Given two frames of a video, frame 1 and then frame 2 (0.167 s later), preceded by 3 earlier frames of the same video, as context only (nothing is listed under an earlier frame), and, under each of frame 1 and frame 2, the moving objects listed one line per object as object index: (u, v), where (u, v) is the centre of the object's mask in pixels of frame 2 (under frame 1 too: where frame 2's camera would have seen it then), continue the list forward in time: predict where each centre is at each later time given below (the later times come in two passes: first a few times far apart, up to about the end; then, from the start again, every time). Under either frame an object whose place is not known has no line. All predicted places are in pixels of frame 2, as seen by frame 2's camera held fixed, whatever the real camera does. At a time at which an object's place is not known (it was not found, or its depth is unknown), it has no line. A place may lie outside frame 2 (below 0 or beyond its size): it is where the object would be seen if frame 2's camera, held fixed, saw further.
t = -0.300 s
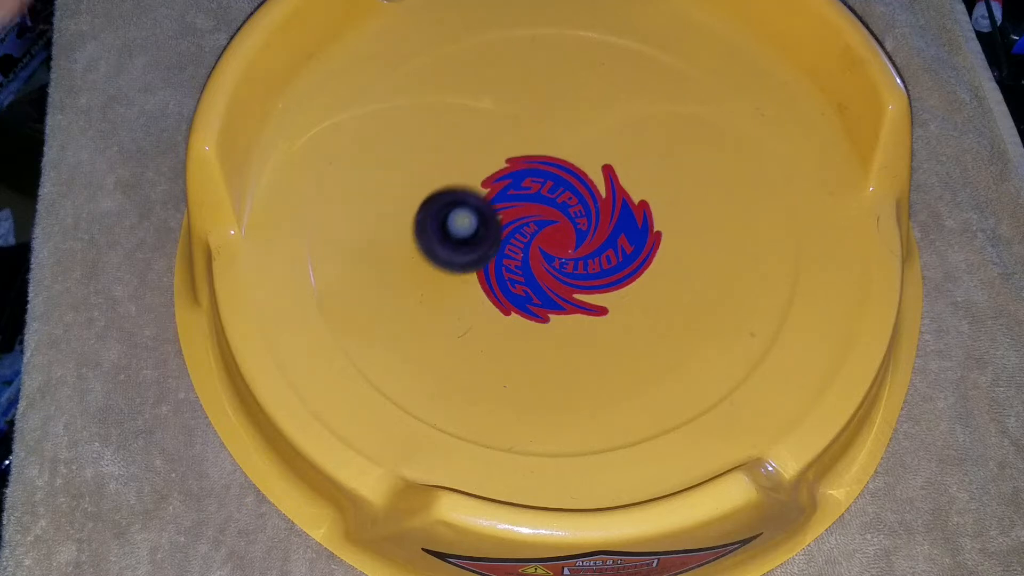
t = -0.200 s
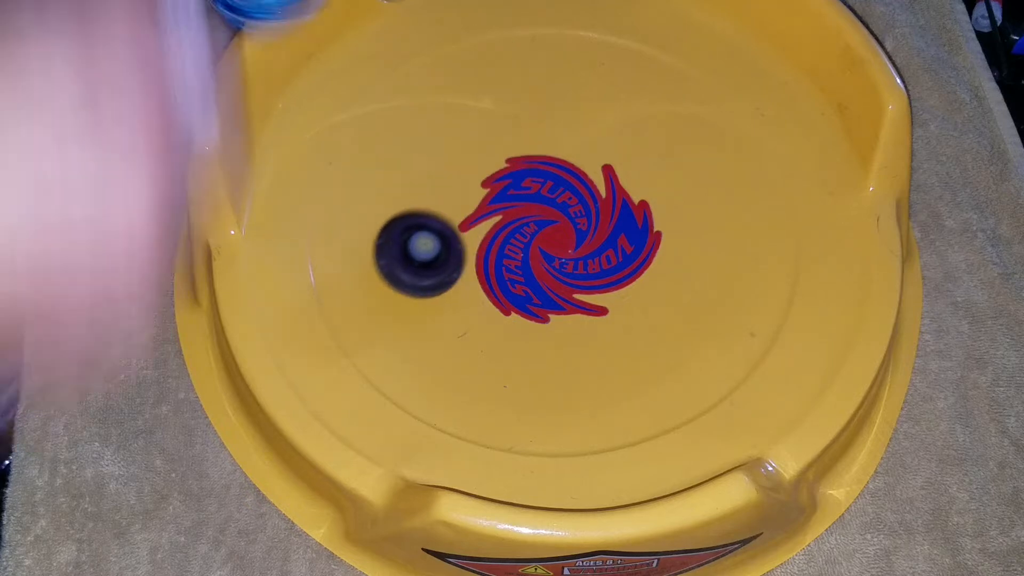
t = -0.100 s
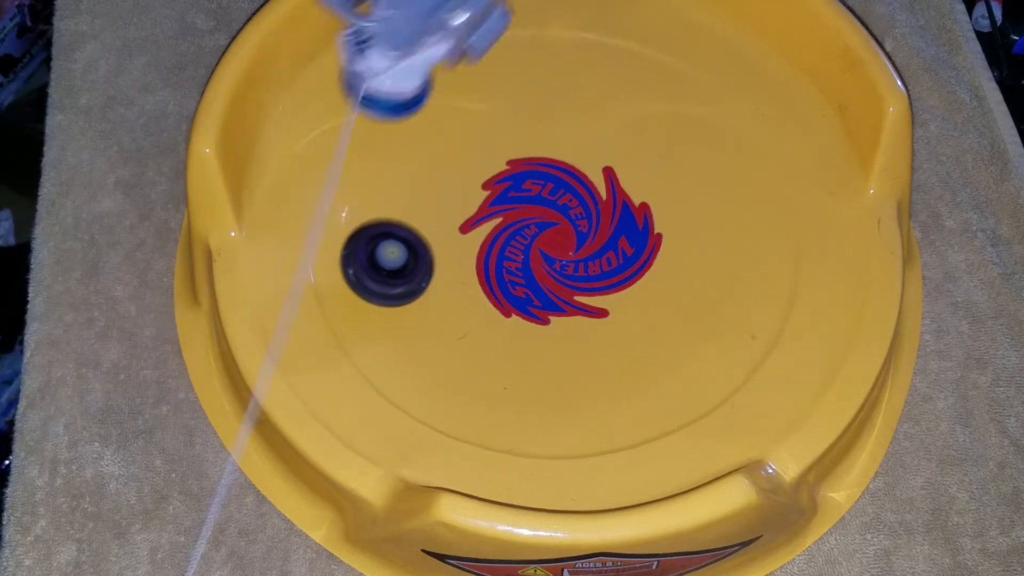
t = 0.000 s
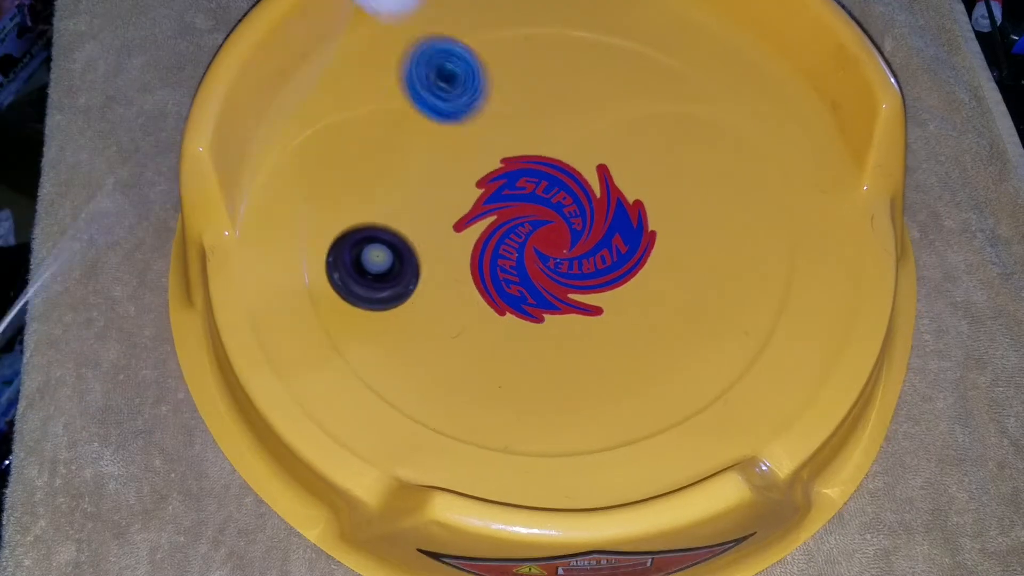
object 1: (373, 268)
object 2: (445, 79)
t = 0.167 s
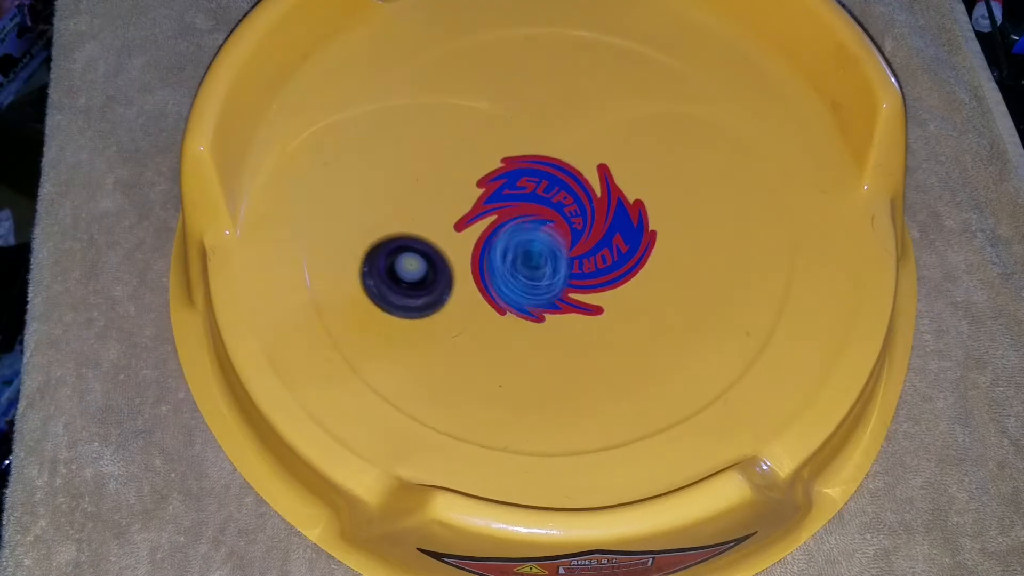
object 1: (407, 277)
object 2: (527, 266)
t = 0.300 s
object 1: (315, 239)
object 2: (624, 434)
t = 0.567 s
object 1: (416, 165)
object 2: (489, 440)
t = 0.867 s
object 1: (621, 266)
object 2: (441, 279)
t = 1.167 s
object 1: (615, 414)
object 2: (742, 307)
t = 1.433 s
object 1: (514, 361)
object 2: (611, 423)
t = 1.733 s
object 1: (522, 146)
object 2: (578, 222)
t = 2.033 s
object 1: (685, 71)
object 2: (792, 247)
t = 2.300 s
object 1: (698, 194)
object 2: (540, 286)
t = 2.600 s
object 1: (484, 263)
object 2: (585, 62)
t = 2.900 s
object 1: (379, 155)
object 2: (676, 216)
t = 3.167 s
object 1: (487, 147)
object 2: (416, 226)
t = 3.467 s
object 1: (570, 300)
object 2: (458, 54)
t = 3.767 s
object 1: (484, 383)
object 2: (576, 281)
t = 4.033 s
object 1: (308, 438)
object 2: (463, 298)
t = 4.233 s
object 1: (252, 549)
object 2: (422, 221)
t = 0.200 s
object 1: (418, 280)
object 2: (515, 308)
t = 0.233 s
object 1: (385, 270)
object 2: (553, 353)
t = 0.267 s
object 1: (343, 254)
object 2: (596, 394)
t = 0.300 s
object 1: (315, 239)
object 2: (624, 434)
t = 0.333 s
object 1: (303, 223)
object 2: (626, 450)
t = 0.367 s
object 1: (303, 210)
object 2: (611, 436)
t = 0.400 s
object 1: (311, 198)
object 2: (593, 432)
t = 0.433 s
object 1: (327, 186)
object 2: (575, 431)
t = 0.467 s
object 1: (346, 177)
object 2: (559, 434)
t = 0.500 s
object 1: (367, 171)
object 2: (540, 438)
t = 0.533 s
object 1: (390, 167)
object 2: (514, 438)
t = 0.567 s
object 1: (416, 165)
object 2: (489, 440)
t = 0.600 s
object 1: (442, 166)
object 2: (469, 440)
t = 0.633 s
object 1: (468, 170)
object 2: (446, 434)
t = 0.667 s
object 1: (495, 176)
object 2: (422, 421)
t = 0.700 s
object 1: (522, 186)
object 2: (400, 402)
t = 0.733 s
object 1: (547, 199)
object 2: (390, 381)
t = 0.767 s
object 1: (569, 214)
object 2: (390, 356)
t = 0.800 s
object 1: (589, 229)
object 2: (401, 330)
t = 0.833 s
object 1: (606, 246)
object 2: (419, 303)
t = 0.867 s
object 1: (621, 266)
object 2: (441, 279)
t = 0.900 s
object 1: (633, 286)
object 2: (470, 259)
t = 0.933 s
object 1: (641, 306)
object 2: (505, 243)
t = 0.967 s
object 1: (647, 326)
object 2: (542, 233)
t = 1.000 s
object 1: (648, 344)
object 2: (581, 231)
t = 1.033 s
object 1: (647, 361)
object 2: (621, 235)
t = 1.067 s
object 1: (643, 377)
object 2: (658, 245)
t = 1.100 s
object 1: (636, 392)
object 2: (692, 261)
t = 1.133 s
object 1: (627, 404)
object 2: (720, 282)
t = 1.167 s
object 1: (615, 414)
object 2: (742, 307)
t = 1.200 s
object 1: (602, 420)
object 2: (759, 333)
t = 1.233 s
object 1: (589, 422)
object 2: (761, 359)
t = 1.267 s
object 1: (575, 421)
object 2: (756, 387)
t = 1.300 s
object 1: (562, 416)
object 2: (742, 411)
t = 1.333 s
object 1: (550, 407)
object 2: (712, 426)
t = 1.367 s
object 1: (537, 394)
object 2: (677, 434)
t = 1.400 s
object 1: (525, 379)
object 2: (643, 432)
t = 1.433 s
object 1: (514, 361)
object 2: (611, 423)
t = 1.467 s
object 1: (505, 342)
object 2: (580, 405)
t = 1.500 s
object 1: (491, 315)
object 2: (562, 389)
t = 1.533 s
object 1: (479, 285)
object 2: (549, 372)
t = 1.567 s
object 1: (475, 255)
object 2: (536, 349)
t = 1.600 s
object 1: (476, 229)
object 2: (528, 321)
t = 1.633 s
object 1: (483, 205)
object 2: (529, 293)
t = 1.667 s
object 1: (493, 184)
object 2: (538, 266)
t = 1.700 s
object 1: (506, 164)
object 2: (556, 242)
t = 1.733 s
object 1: (522, 146)
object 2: (578, 222)
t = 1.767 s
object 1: (540, 129)
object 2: (605, 204)
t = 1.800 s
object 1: (558, 114)
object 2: (635, 193)
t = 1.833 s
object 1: (576, 101)
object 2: (664, 187)
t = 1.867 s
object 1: (595, 91)
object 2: (694, 186)
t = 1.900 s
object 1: (614, 82)
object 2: (724, 190)
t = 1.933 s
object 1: (633, 75)
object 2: (750, 198)
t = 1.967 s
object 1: (652, 71)
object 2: (773, 211)
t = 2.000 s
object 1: (669, 69)
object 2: (790, 226)
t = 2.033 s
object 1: (685, 71)
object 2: (792, 247)
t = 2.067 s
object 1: (701, 77)
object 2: (778, 279)
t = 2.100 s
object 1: (714, 87)
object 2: (754, 304)
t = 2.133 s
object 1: (723, 101)
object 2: (722, 318)
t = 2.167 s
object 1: (727, 117)
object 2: (684, 325)
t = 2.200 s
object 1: (725, 134)
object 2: (645, 327)
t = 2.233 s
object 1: (720, 154)
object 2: (604, 321)
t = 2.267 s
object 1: (710, 174)
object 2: (568, 306)
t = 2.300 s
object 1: (698, 194)
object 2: (540, 286)
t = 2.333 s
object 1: (681, 214)
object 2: (520, 259)
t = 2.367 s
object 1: (661, 232)
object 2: (509, 231)
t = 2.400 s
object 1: (638, 248)
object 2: (503, 201)
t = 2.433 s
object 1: (612, 261)
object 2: (504, 171)
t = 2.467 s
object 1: (586, 269)
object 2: (512, 143)
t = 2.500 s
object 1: (558, 273)
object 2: (524, 119)
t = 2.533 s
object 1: (533, 272)
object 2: (541, 96)
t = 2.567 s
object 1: (508, 269)
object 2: (561, 77)
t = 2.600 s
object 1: (484, 263)
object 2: (585, 62)
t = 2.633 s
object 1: (460, 257)
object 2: (610, 51)
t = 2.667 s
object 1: (439, 248)
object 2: (635, 44)
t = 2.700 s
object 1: (422, 236)
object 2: (660, 47)
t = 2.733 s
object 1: (407, 223)
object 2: (688, 66)
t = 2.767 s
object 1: (395, 209)
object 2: (708, 94)
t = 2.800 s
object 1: (386, 195)
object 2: (715, 123)
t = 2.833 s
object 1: (380, 181)
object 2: (710, 155)
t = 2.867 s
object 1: (378, 167)
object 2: (696, 187)
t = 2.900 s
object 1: (379, 155)
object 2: (676, 216)
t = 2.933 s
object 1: (383, 144)
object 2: (647, 243)
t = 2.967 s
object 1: (390, 136)
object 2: (612, 263)
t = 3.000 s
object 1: (401, 131)
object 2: (573, 275)
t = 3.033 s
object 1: (415, 127)
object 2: (536, 278)
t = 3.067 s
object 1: (431, 127)
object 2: (502, 272)
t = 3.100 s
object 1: (448, 130)
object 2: (469, 261)
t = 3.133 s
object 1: (467, 137)
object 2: (439, 245)
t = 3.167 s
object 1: (487, 147)
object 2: (416, 226)
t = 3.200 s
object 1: (506, 159)
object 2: (397, 202)
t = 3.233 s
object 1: (523, 174)
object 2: (384, 177)
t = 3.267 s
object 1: (537, 190)
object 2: (378, 151)
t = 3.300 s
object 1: (548, 209)
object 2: (375, 127)
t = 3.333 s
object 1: (557, 228)
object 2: (380, 104)
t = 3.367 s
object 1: (565, 246)
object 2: (392, 84)
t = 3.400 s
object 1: (570, 264)
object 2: (409, 67)
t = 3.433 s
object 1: (572, 283)
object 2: (431, 56)
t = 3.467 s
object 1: (570, 300)
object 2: (458, 54)
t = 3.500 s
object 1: (566, 317)
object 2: (486, 62)
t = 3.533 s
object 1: (560, 333)
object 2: (513, 76)
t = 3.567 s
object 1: (552, 347)
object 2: (540, 96)
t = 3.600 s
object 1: (543, 359)
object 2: (562, 122)
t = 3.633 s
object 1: (532, 369)
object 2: (579, 151)
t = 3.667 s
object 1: (520, 376)
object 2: (591, 184)
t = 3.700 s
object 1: (508, 382)
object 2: (593, 218)
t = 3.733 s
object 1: (496, 383)
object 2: (588, 253)
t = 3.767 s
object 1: (484, 383)
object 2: (576, 281)
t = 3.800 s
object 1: (475, 379)
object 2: (559, 306)
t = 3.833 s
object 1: (465, 373)
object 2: (536, 326)
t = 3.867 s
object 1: (433, 385)
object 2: (529, 321)
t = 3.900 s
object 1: (398, 410)
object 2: (525, 318)
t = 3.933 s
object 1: (366, 430)
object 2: (515, 312)
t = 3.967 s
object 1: (341, 433)
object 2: (499, 304)
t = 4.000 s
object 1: (321, 435)
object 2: (481, 301)
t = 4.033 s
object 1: (308, 438)
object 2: (463, 298)
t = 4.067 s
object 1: (300, 445)
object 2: (444, 294)
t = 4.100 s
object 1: (292, 458)
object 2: (427, 285)
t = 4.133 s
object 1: (284, 479)
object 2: (417, 271)
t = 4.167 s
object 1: (272, 503)
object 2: (412, 255)
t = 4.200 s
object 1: (258, 529)
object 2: (413, 237)
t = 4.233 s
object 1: (252, 549)
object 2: (422, 221)
